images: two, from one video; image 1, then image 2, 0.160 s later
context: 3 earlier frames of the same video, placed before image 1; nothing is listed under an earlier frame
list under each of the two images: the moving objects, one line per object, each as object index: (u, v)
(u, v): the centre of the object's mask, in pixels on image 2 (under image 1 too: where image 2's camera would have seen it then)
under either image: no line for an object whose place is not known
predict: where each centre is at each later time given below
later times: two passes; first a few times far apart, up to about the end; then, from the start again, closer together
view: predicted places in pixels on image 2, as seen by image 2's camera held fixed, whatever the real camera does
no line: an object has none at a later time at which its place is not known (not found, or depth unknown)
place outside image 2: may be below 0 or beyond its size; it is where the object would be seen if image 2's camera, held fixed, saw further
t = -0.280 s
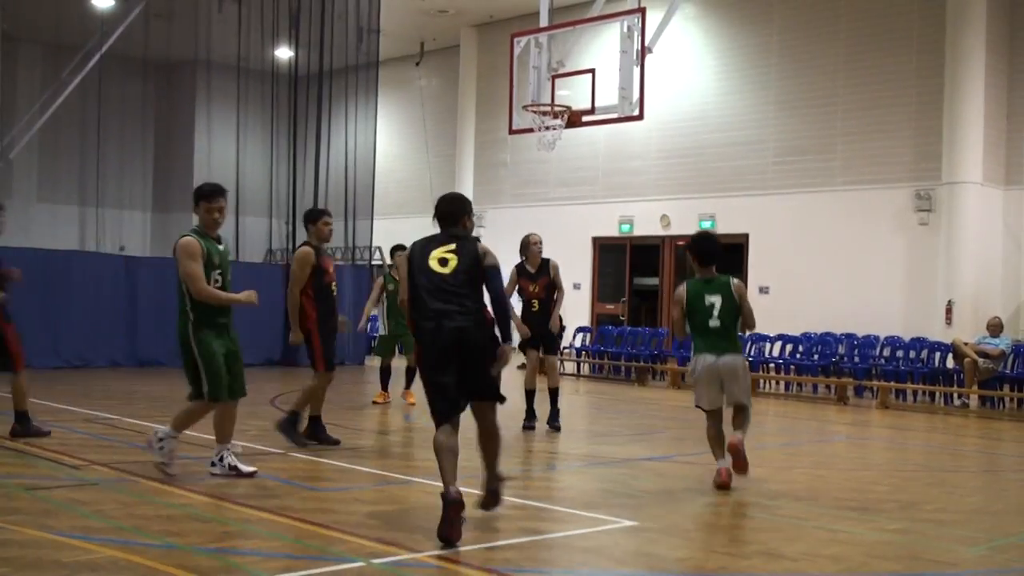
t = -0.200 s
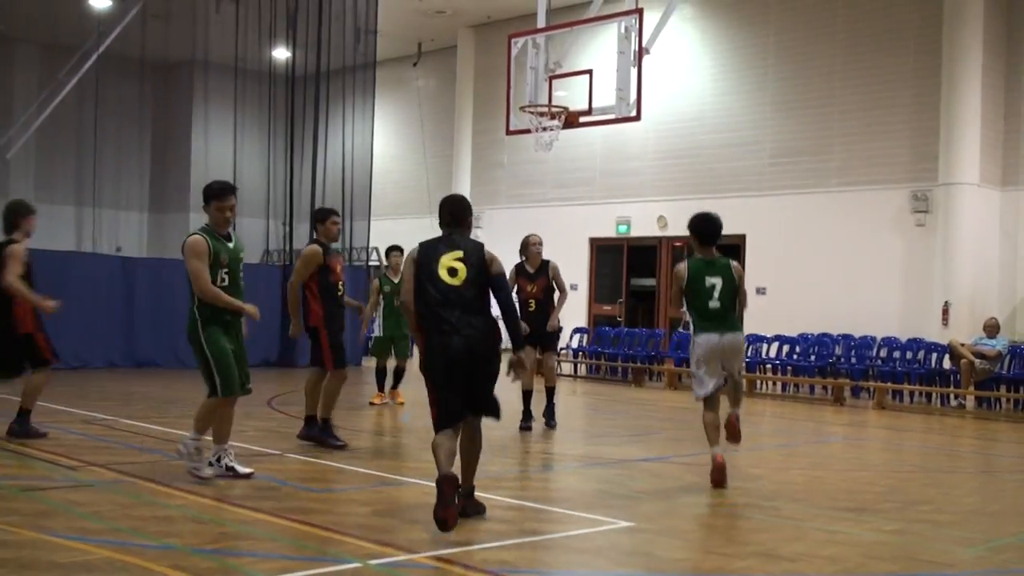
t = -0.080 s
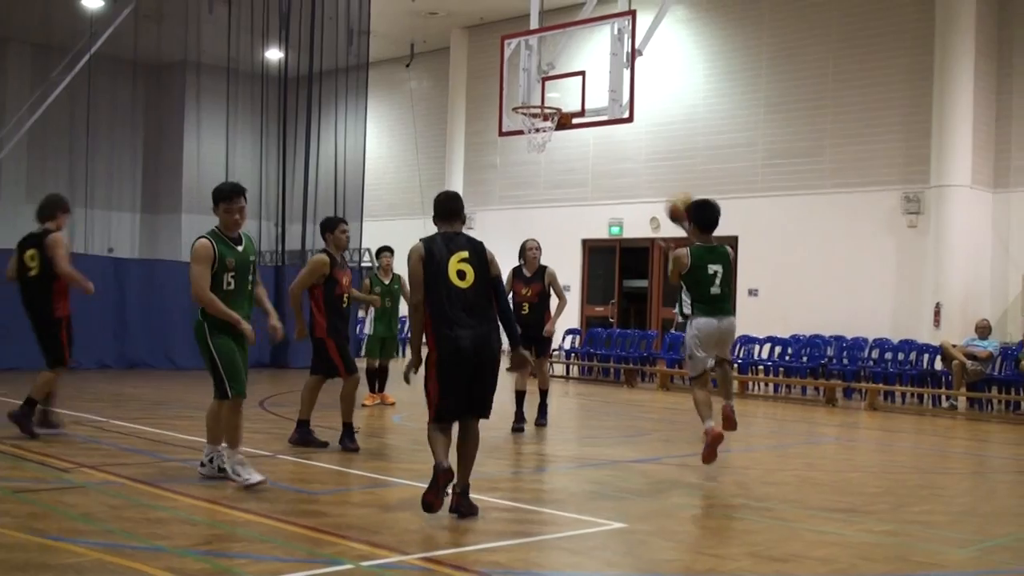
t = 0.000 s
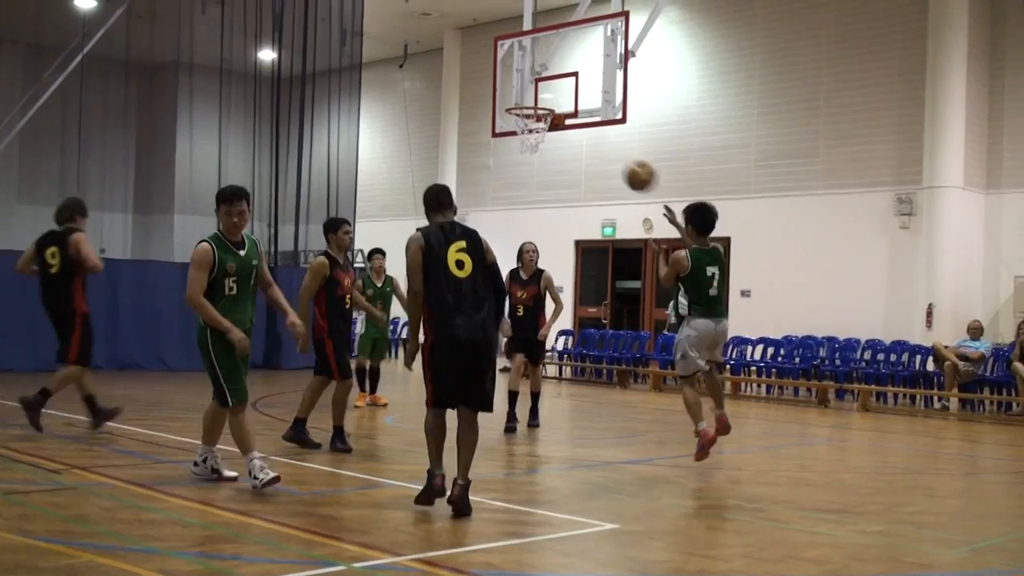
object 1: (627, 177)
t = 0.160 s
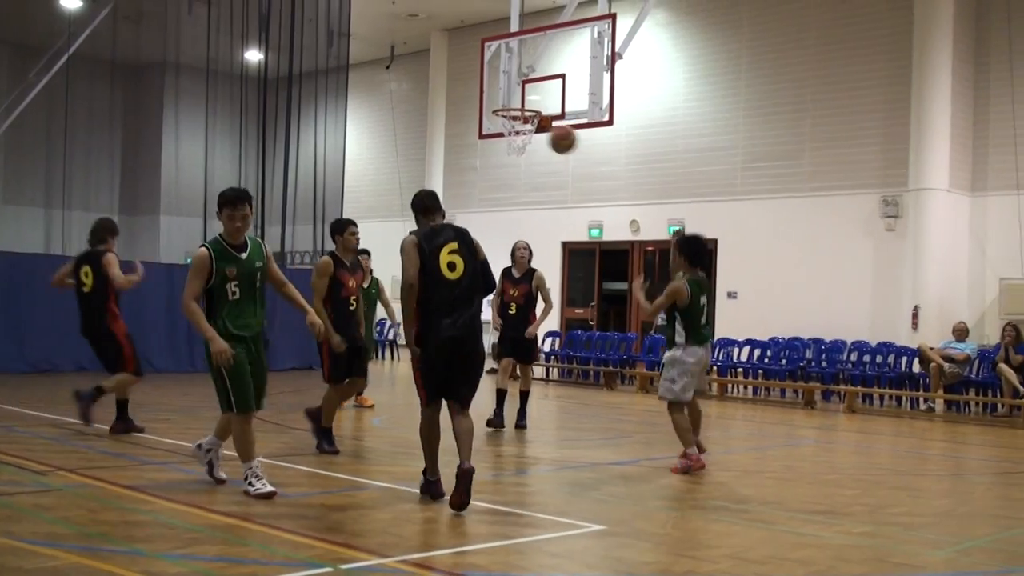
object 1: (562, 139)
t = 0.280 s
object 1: (520, 133)
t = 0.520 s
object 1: (450, 165)
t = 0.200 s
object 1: (548, 135)
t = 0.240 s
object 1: (534, 133)
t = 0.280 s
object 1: (520, 133)
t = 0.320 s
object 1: (508, 135)
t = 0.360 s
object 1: (495, 138)
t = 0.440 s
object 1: (470, 149)
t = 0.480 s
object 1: (460, 156)
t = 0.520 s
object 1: (450, 165)
